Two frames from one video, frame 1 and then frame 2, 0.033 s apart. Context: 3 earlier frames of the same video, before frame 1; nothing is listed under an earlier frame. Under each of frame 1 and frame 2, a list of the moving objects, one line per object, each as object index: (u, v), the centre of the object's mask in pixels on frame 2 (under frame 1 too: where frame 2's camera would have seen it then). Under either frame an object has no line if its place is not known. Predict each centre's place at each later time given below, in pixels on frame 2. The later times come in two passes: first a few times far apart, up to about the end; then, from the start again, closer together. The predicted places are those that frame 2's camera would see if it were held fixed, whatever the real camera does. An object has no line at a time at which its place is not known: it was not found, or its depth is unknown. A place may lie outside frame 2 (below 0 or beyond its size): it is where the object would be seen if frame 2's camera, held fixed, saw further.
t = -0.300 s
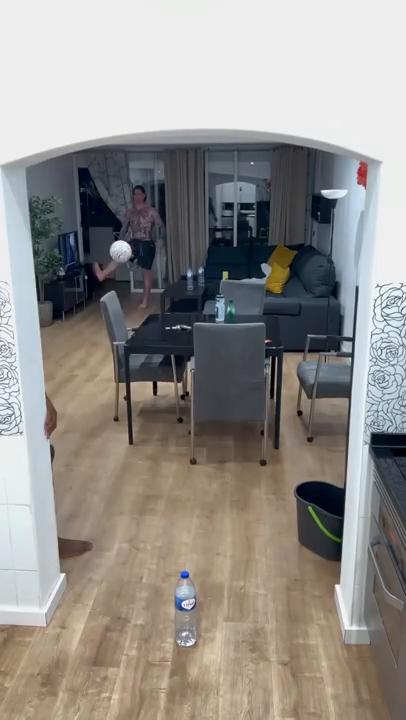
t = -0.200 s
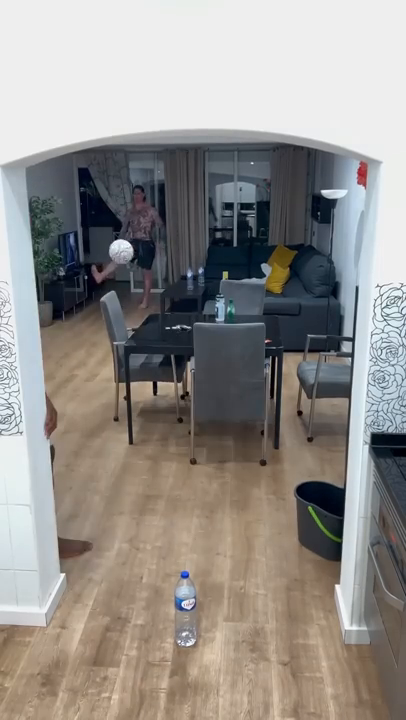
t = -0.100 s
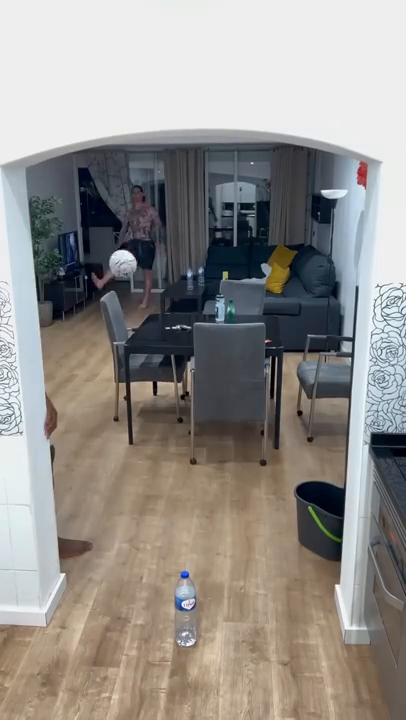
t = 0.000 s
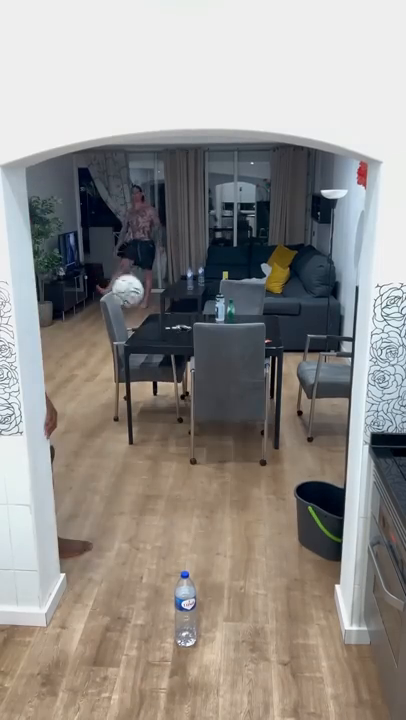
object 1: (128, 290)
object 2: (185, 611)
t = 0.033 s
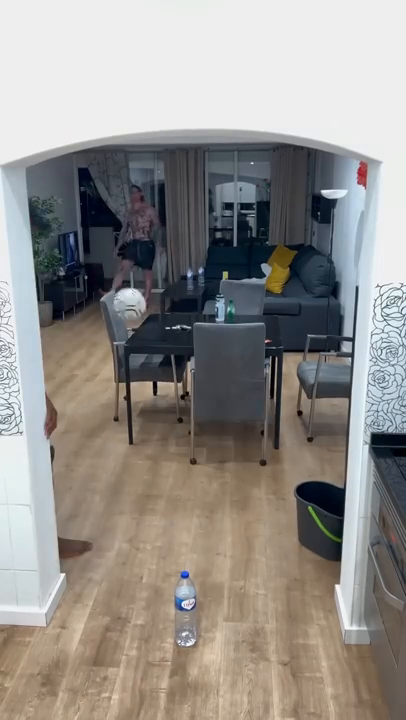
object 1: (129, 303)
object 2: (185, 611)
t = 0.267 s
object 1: (158, 498)
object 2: (185, 611)
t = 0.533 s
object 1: (189, 608)
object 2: (273, 685)
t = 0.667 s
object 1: (213, 682)
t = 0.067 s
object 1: (132, 320)
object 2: (185, 611)
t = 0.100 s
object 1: (135, 339)
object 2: (185, 611)
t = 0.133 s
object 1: (139, 362)
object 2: (185, 611)
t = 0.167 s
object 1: (142, 389)
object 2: (185, 611)
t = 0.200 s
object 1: (146, 420)
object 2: (185, 611)
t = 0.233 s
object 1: (152, 455)
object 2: (185, 611)
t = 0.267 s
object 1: (158, 498)
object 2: (185, 611)
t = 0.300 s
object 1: (163, 549)
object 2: (185, 611)
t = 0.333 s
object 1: (167, 597)
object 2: (187, 613)
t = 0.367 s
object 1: (173, 595)
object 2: (214, 642)
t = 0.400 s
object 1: (175, 592)
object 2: (226, 660)
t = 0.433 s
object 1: (178, 592)
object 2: (237, 665)
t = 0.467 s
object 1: (182, 595)
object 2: (250, 674)
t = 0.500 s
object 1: (185, 600)
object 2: (260, 679)
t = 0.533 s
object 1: (189, 608)
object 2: (273, 685)
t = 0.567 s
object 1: (194, 621)
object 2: (283, 691)
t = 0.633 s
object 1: (206, 660)
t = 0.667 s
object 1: (213, 682)
